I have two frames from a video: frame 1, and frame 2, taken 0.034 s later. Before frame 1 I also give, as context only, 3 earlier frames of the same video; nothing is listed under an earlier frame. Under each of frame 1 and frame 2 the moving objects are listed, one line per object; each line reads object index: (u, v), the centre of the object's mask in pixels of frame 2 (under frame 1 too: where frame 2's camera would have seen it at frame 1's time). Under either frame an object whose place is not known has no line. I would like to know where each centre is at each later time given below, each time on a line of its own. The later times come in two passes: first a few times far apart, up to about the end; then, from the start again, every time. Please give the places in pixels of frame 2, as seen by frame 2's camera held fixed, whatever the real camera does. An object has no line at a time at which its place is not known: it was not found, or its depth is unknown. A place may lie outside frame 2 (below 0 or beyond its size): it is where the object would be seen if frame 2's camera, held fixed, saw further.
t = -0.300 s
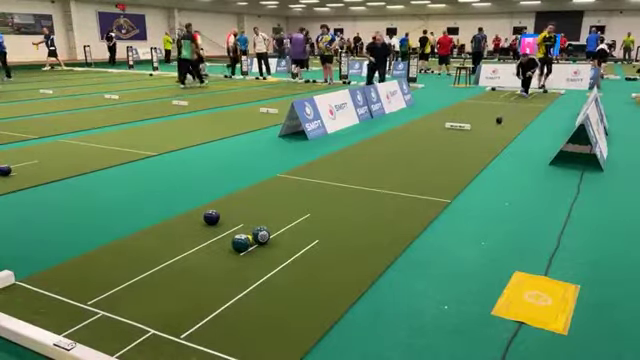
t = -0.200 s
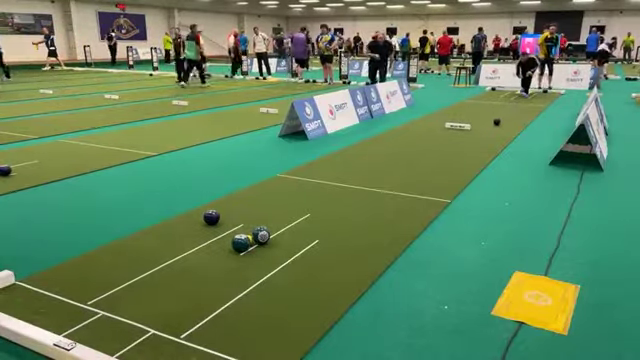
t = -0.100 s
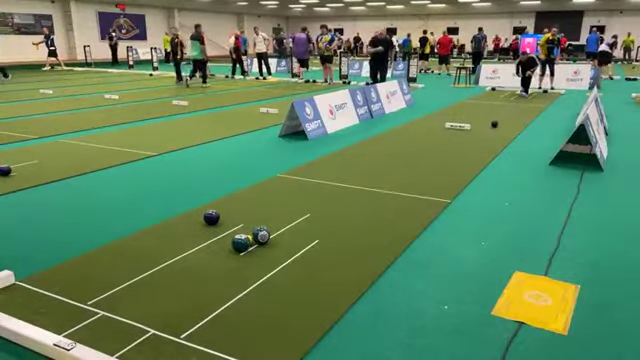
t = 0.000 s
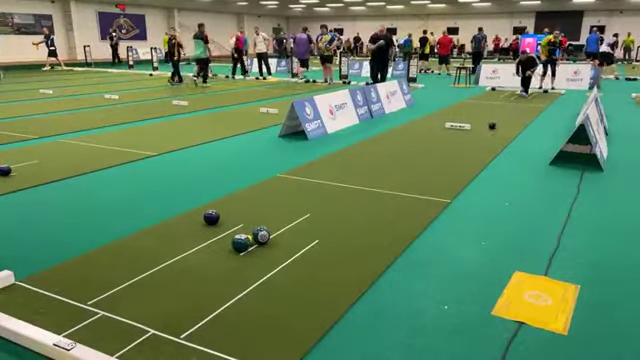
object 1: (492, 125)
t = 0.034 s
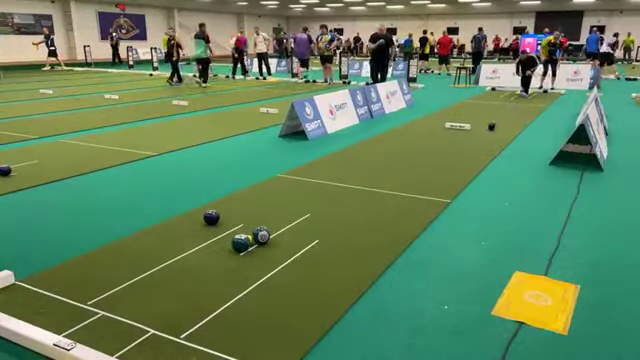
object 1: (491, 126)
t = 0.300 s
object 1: (484, 132)
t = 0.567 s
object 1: (475, 138)
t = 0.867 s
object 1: (465, 145)
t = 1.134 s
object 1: (453, 152)
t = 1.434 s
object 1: (439, 160)
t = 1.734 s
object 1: (423, 169)
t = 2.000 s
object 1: (407, 178)
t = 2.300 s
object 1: (387, 189)
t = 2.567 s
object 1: (366, 200)
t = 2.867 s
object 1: (340, 212)
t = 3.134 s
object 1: (316, 224)
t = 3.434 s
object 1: (285, 240)
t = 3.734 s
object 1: (251, 254)
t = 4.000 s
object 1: (217, 269)
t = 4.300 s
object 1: (177, 286)
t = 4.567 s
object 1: (139, 302)
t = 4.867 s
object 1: (94, 320)
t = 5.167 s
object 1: (64, 327)
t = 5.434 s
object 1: (57, 325)
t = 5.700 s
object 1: (52, 322)
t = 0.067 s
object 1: (490, 127)
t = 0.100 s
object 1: (489, 128)
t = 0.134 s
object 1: (489, 128)
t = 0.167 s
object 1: (488, 129)
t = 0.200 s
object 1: (487, 129)
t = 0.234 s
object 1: (486, 130)
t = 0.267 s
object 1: (485, 131)
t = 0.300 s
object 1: (484, 132)
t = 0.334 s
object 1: (483, 132)
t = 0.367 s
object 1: (482, 133)
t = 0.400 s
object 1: (481, 134)
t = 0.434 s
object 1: (480, 135)
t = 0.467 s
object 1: (479, 136)
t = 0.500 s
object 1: (478, 137)
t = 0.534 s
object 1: (476, 137)
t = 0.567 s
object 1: (475, 138)
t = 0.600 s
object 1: (474, 139)
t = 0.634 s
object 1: (473, 139)
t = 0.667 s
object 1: (472, 140)
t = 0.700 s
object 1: (471, 141)
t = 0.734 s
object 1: (470, 142)
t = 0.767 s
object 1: (468, 142)
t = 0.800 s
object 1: (467, 143)
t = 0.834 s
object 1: (466, 144)
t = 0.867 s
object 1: (465, 145)
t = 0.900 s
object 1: (463, 146)
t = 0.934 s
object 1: (462, 147)
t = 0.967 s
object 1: (461, 148)
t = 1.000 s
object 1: (459, 148)
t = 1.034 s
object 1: (458, 149)
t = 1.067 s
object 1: (456, 150)
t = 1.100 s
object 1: (455, 151)
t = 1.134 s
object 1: (453, 152)
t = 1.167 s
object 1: (452, 152)
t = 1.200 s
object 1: (450, 153)
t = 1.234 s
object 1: (449, 155)
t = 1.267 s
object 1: (447, 155)
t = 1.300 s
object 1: (445, 156)
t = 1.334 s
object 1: (444, 157)
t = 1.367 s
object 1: (442, 158)
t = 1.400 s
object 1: (440, 159)
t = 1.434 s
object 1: (439, 160)
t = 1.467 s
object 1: (437, 161)
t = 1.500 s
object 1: (435, 162)
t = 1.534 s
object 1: (434, 163)
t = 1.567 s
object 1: (432, 164)
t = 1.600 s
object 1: (430, 165)
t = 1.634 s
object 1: (428, 166)
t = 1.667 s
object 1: (427, 168)
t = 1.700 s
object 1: (425, 169)
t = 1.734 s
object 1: (423, 169)
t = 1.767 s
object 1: (421, 170)
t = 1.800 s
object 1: (419, 171)
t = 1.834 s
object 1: (417, 172)
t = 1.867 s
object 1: (415, 174)
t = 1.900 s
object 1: (413, 175)
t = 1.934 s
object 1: (411, 176)
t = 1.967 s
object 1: (409, 177)
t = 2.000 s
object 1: (407, 178)
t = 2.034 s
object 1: (405, 179)
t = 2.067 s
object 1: (402, 181)
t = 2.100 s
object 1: (400, 182)
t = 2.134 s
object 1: (398, 183)
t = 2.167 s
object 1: (396, 185)
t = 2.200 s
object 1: (393, 186)
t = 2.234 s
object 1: (391, 187)
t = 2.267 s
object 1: (389, 188)
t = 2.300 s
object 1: (387, 189)
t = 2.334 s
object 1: (384, 190)
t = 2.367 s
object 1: (382, 192)
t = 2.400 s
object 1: (379, 192)
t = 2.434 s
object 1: (377, 194)
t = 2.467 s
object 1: (374, 196)
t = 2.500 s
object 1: (371, 197)
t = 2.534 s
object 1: (369, 198)
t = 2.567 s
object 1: (366, 200)
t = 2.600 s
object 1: (363, 201)
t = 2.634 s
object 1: (360, 203)
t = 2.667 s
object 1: (358, 204)
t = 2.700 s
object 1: (355, 205)
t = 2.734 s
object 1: (352, 207)
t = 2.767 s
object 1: (349, 208)
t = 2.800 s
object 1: (346, 209)
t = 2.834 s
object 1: (343, 211)
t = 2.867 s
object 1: (340, 212)
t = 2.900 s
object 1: (338, 214)
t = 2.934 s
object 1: (334, 216)
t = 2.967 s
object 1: (331, 217)
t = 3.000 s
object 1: (328, 218)
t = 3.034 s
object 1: (325, 220)
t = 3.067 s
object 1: (321, 221)
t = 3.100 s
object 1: (319, 223)
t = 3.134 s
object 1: (316, 224)
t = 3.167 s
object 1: (313, 226)
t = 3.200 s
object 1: (309, 228)
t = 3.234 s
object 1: (306, 229)
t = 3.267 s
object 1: (303, 231)
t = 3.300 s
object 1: (299, 233)
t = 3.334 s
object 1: (296, 234)
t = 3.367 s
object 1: (292, 236)
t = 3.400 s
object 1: (289, 238)
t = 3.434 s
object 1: (285, 240)
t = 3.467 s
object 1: (281, 241)
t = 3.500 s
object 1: (278, 242)
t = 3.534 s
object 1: (274, 245)
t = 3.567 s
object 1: (270, 247)
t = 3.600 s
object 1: (266, 248)
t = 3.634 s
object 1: (263, 249)
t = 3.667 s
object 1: (259, 251)
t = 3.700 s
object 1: (255, 253)
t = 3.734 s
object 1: (251, 254)
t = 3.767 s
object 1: (247, 256)
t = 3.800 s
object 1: (242, 259)
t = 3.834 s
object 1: (238, 259)
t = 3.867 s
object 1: (234, 262)
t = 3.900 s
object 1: (229, 264)
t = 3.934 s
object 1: (225, 266)
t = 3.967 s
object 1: (221, 267)
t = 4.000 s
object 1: (217, 269)
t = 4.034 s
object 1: (213, 271)
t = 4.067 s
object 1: (208, 273)
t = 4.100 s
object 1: (204, 275)
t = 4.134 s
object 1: (199, 277)
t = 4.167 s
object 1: (195, 279)
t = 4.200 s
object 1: (190, 281)
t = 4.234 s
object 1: (186, 282)
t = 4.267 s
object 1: (181, 284)
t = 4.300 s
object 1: (177, 286)
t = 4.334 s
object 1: (172, 288)
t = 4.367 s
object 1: (168, 290)
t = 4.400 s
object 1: (163, 292)
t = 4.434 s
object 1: (158, 294)
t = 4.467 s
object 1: (153, 296)
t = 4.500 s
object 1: (149, 298)
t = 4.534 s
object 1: (144, 300)
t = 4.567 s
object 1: (139, 302)
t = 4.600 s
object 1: (135, 304)
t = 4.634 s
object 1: (130, 306)
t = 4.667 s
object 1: (125, 307)
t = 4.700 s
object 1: (120, 309)
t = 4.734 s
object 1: (115, 312)
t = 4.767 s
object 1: (110, 314)
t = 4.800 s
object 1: (105, 316)
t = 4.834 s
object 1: (100, 317)
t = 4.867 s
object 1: (94, 320)
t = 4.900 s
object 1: (90, 322)
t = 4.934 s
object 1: (85, 323)
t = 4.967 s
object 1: (80, 325)
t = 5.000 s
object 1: (75, 326)
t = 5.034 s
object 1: (71, 328)
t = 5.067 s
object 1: (67, 328)
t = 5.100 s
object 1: (67, 327)
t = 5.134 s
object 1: (66, 327)
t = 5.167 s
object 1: (64, 327)
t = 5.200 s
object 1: (63, 327)
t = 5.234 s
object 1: (63, 326)
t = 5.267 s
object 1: (62, 326)
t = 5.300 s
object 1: (62, 326)
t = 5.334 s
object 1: (61, 326)
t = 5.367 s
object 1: (60, 325)
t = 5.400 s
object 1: (59, 325)
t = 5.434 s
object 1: (57, 325)
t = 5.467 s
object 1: (56, 324)
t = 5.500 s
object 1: (55, 324)
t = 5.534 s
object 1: (55, 324)
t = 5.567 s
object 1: (54, 323)
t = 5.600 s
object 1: (53, 323)
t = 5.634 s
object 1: (52, 323)
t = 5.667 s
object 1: (52, 322)
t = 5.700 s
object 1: (52, 322)
